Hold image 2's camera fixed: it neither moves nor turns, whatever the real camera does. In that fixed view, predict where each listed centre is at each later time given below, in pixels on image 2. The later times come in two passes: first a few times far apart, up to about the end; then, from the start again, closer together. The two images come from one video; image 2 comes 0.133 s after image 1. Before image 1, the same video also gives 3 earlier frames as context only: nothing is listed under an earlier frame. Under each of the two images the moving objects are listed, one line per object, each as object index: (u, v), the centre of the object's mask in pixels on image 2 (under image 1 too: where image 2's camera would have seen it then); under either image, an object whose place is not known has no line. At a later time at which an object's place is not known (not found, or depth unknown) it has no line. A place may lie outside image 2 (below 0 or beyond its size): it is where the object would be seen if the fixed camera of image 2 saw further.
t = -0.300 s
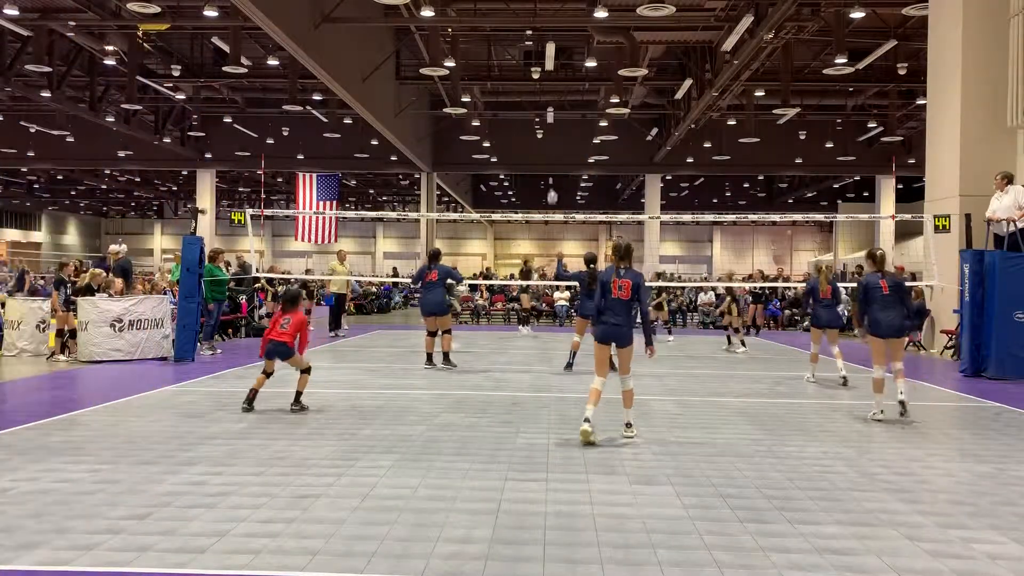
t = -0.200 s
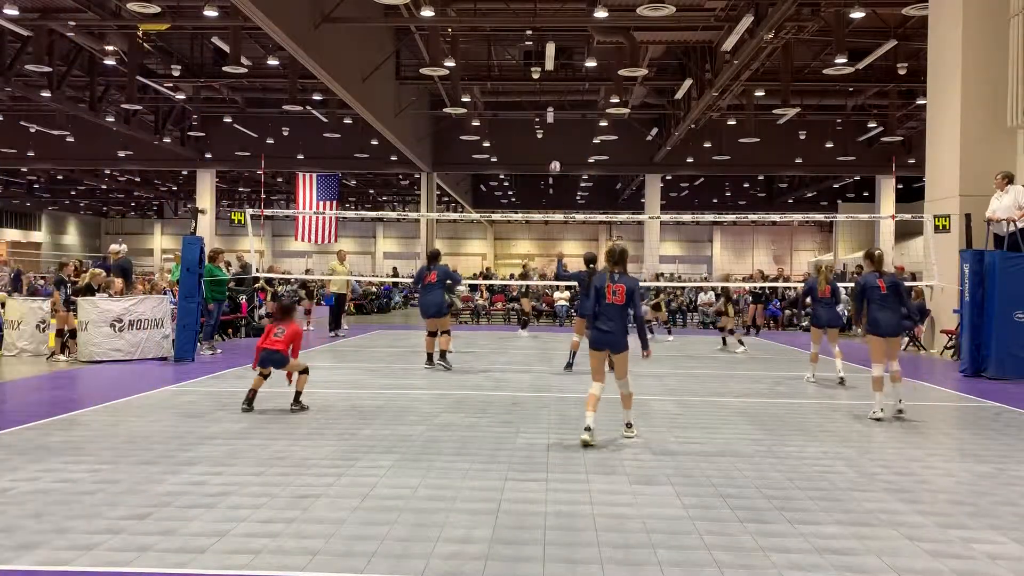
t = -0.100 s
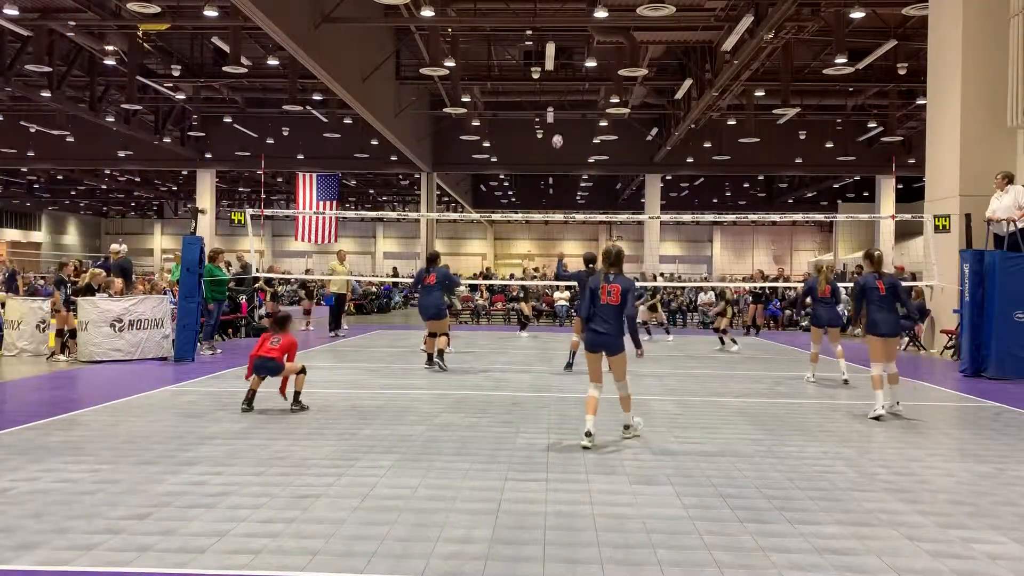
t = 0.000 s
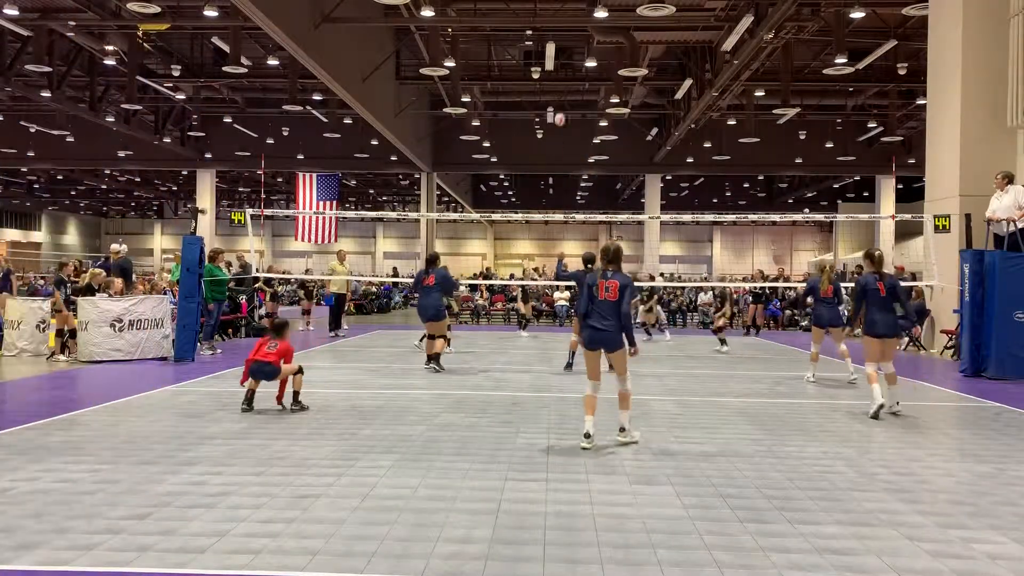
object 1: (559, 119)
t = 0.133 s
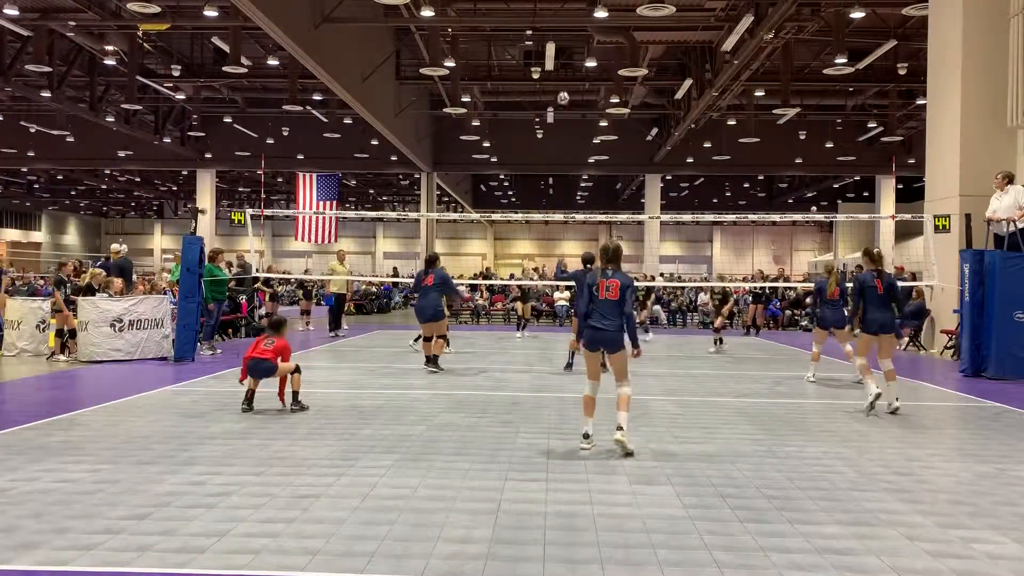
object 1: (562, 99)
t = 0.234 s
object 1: (565, 87)
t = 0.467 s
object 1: (571, 84)
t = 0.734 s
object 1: (577, 119)
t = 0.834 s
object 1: (579, 145)
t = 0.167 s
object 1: (563, 94)
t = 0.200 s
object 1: (564, 91)
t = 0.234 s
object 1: (565, 87)
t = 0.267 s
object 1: (566, 85)
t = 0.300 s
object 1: (567, 84)
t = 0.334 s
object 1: (568, 82)
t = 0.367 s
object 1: (569, 82)
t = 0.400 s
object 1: (569, 82)
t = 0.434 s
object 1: (570, 83)
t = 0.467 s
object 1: (571, 84)
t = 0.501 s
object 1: (572, 86)
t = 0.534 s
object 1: (572, 88)
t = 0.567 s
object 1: (573, 92)
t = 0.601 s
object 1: (574, 96)
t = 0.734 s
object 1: (577, 119)
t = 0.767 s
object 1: (578, 127)
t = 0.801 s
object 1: (578, 136)
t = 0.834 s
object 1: (579, 145)
